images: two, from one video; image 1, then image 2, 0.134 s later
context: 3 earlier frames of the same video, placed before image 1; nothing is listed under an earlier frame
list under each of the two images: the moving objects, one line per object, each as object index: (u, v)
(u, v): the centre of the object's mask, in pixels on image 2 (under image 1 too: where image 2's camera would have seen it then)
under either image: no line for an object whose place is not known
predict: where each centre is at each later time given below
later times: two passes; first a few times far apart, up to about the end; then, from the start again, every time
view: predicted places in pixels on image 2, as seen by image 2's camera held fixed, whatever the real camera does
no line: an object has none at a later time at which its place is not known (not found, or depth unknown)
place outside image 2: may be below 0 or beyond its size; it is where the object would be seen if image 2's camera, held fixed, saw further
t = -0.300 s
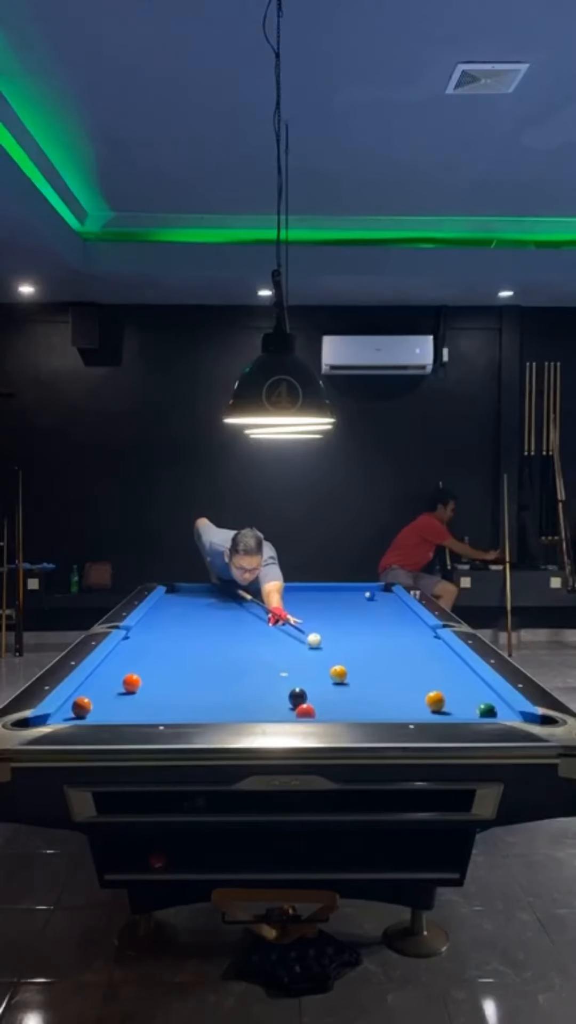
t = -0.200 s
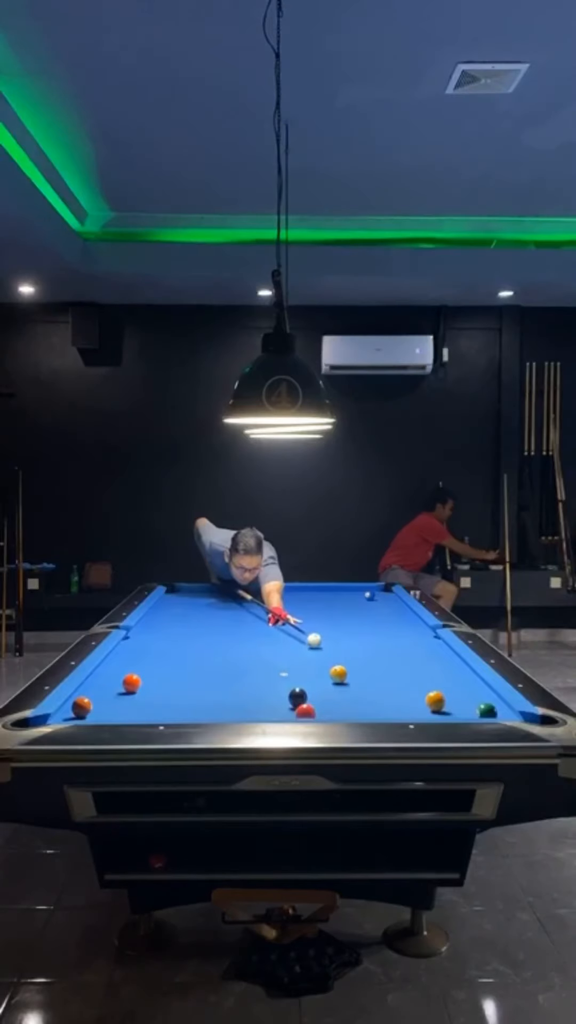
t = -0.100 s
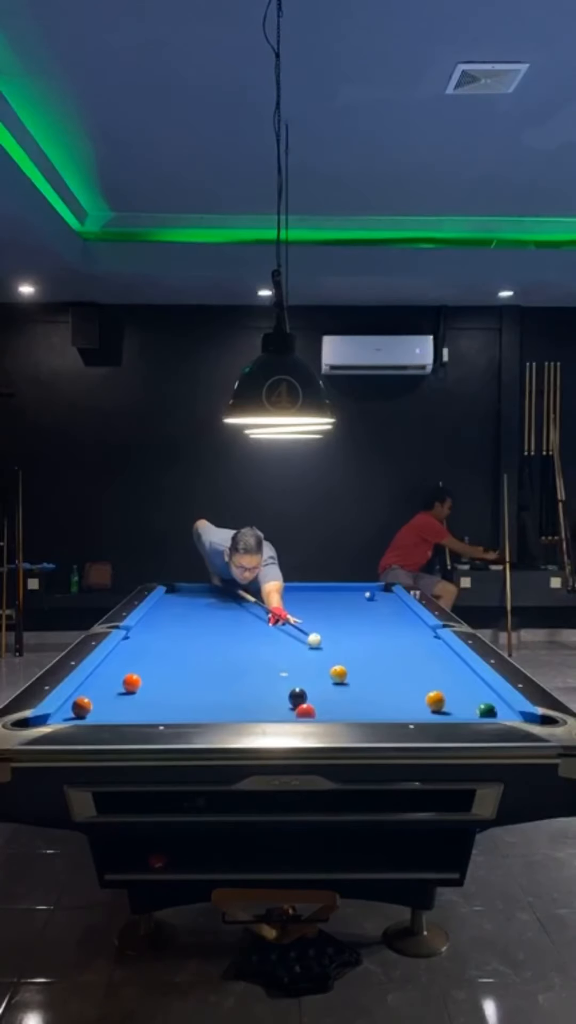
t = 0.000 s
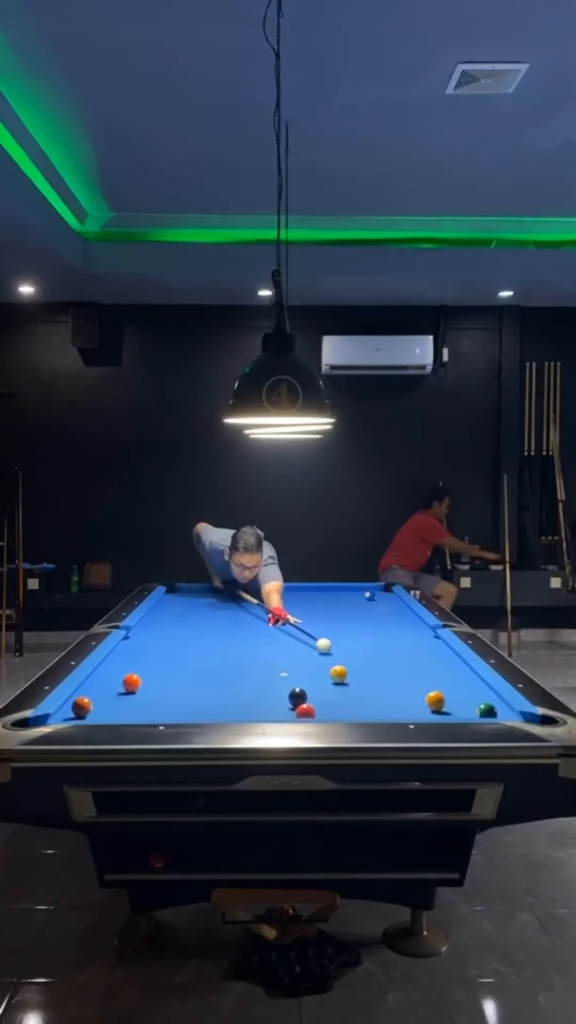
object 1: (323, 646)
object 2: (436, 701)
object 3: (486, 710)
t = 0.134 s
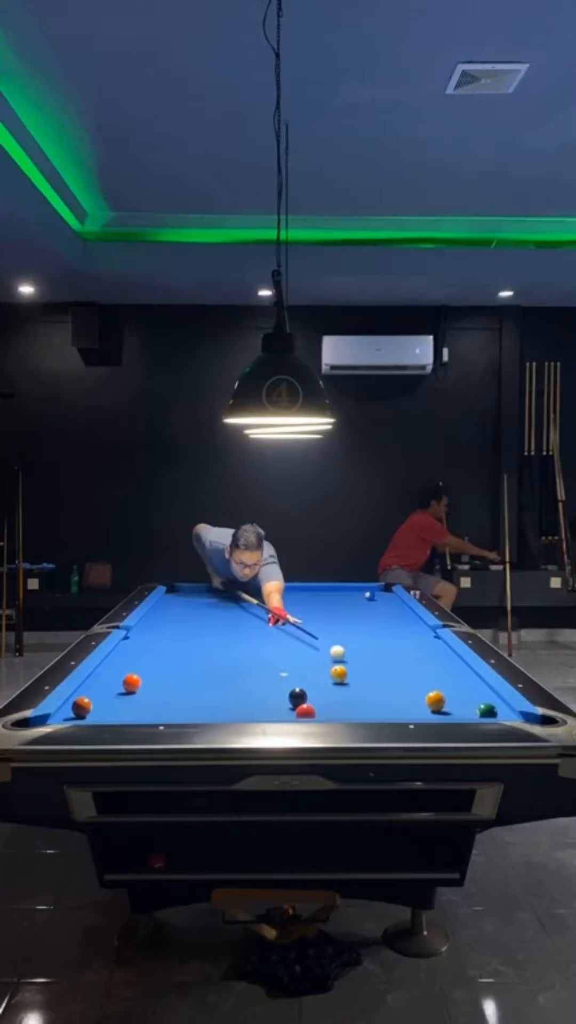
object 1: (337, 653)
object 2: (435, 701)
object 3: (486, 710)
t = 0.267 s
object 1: (352, 661)
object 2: (435, 701)
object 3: (487, 710)
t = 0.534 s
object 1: (384, 679)
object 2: (436, 701)
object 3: (486, 711)
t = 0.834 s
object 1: (415, 700)
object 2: (447, 704)
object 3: (486, 711)
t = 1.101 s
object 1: (408, 709)
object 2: (472, 708)
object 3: (502, 713)
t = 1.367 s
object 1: (399, 713)
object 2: (479, 709)
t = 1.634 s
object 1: (387, 709)
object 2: (483, 710)
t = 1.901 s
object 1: (376, 706)
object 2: (486, 710)
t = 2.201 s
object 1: (366, 701)
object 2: (487, 710)
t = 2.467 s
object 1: (359, 697)
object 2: (487, 710)
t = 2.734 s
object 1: (353, 694)
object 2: (487, 710)
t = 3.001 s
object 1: (349, 692)
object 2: (487, 710)
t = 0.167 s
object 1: (341, 655)
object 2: (436, 701)
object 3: (487, 710)
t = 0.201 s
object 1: (344, 656)
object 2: (435, 701)
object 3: (487, 710)
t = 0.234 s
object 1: (348, 658)
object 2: (436, 701)
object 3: (487, 710)
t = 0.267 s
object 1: (352, 661)
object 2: (435, 701)
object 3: (487, 710)
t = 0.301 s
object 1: (356, 663)
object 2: (435, 701)
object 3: (487, 710)
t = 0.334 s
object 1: (359, 665)
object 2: (436, 701)
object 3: (487, 710)
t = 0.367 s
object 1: (363, 667)
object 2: (435, 701)
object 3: (487, 710)
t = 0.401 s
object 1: (367, 670)
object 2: (435, 701)
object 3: (487, 710)
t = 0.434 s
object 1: (371, 672)
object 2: (436, 701)
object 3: (486, 710)
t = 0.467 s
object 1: (375, 674)
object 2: (435, 701)
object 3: (486, 710)
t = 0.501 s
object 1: (380, 676)
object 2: (436, 701)
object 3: (486, 710)
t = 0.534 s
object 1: (384, 679)
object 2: (436, 701)
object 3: (486, 711)
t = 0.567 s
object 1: (388, 681)
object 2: (435, 701)
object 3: (486, 710)
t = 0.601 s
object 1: (393, 684)
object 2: (436, 701)
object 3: (486, 711)
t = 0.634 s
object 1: (398, 686)
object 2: (436, 701)
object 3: (486, 710)
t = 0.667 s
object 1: (403, 689)
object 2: (436, 701)
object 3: (486, 710)
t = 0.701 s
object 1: (407, 691)
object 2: (435, 701)
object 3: (486, 710)
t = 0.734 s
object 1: (412, 694)
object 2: (435, 701)
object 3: (486, 710)
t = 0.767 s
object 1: (417, 697)
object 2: (435, 701)
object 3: (486, 710)
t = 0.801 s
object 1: (417, 698)
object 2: (440, 702)
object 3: (486, 710)
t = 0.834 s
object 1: (415, 700)
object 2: (447, 704)
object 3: (486, 711)
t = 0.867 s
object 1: (414, 701)
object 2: (453, 705)
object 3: (486, 711)
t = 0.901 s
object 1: (413, 702)
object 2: (458, 706)
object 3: (486, 711)
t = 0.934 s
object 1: (412, 704)
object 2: (464, 707)
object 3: (487, 711)
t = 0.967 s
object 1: (412, 705)
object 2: (468, 708)
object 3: (487, 711)
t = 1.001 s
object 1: (411, 706)
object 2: (469, 708)
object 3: (492, 711)
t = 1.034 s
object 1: (410, 708)
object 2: (470, 708)
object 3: (496, 712)
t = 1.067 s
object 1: (409, 708)
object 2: (471, 708)
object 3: (499, 712)
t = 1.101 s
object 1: (408, 709)
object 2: (472, 708)
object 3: (502, 713)
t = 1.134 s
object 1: (407, 710)
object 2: (473, 708)
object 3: (505, 713)
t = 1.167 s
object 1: (406, 711)
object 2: (474, 708)
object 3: (508, 714)
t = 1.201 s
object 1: (405, 711)
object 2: (475, 709)
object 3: (511, 714)
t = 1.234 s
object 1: (404, 712)
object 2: (476, 709)
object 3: (516, 715)
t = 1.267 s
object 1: (403, 713)
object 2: (476, 709)
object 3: (520, 716)
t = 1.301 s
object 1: (402, 714)
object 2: (478, 709)
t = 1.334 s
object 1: (401, 713)
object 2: (478, 709)
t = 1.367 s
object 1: (399, 713)
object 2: (479, 709)
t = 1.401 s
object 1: (397, 713)
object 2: (479, 709)
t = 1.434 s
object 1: (395, 712)
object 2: (480, 709)
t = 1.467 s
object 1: (394, 712)
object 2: (481, 709)
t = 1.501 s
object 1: (393, 711)
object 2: (481, 709)
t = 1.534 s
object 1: (391, 711)
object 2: (482, 709)
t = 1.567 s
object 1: (389, 710)
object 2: (482, 709)
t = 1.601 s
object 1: (388, 710)
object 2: (482, 709)
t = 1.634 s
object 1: (387, 709)
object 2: (483, 710)
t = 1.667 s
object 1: (385, 709)
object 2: (484, 710)
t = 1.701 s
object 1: (384, 709)
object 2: (484, 709)
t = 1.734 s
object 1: (382, 708)
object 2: (485, 710)
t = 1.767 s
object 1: (381, 708)
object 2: (485, 710)
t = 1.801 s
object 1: (380, 708)
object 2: (485, 710)
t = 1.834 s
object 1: (379, 707)
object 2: (486, 710)
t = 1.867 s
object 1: (377, 706)
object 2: (486, 710)
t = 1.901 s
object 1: (376, 706)
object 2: (486, 710)
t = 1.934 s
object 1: (375, 705)
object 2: (486, 710)
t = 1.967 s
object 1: (373, 705)
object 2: (487, 710)
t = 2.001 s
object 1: (372, 704)
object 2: (486, 710)
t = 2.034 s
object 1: (371, 703)
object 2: (487, 710)
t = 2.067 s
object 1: (370, 703)
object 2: (487, 710)
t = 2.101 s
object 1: (369, 702)
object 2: (487, 710)
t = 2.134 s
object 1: (368, 702)
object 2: (487, 710)
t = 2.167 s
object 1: (367, 701)
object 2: (487, 710)
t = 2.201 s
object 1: (366, 701)
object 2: (487, 710)
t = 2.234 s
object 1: (365, 700)
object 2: (487, 710)
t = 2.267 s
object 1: (364, 700)
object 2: (487, 710)
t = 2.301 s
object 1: (363, 699)
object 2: (487, 710)
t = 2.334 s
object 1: (363, 699)
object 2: (487, 710)
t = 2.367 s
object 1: (362, 698)
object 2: (487, 710)
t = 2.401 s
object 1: (361, 698)
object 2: (487, 710)
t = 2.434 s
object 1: (360, 697)
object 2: (487, 710)
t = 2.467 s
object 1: (359, 697)
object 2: (487, 710)
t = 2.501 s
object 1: (358, 697)
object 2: (487, 710)
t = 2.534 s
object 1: (357, 696)
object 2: (487, 710)
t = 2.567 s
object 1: (357, 696)
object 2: (487, 710)
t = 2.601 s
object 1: (356, 695)
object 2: (487, 710)
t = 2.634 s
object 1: (355, 695)
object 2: (487, 710)
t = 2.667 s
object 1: (354, 695)
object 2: (487, 710)
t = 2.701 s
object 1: (354, 694)
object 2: (487, 710)
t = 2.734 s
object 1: (353, 694)
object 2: (487, 710)
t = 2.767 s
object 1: (352, 694)
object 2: (487, 710)
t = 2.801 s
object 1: (352, 693)
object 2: (487, 710)
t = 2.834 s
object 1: (351, 693)
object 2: (487, 710)
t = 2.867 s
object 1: (351, 693)
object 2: (487, 710)
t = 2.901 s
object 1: (350, 693)
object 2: (487, 710)
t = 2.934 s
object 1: (350, 693)
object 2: (487, 710)
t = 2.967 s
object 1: (349, 692)
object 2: (487, 710)
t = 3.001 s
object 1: (349, 692)
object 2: (487, 710)
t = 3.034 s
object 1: (348, 692)
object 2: (487, 710)
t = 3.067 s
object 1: (348, 692)
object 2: (487, 710)
